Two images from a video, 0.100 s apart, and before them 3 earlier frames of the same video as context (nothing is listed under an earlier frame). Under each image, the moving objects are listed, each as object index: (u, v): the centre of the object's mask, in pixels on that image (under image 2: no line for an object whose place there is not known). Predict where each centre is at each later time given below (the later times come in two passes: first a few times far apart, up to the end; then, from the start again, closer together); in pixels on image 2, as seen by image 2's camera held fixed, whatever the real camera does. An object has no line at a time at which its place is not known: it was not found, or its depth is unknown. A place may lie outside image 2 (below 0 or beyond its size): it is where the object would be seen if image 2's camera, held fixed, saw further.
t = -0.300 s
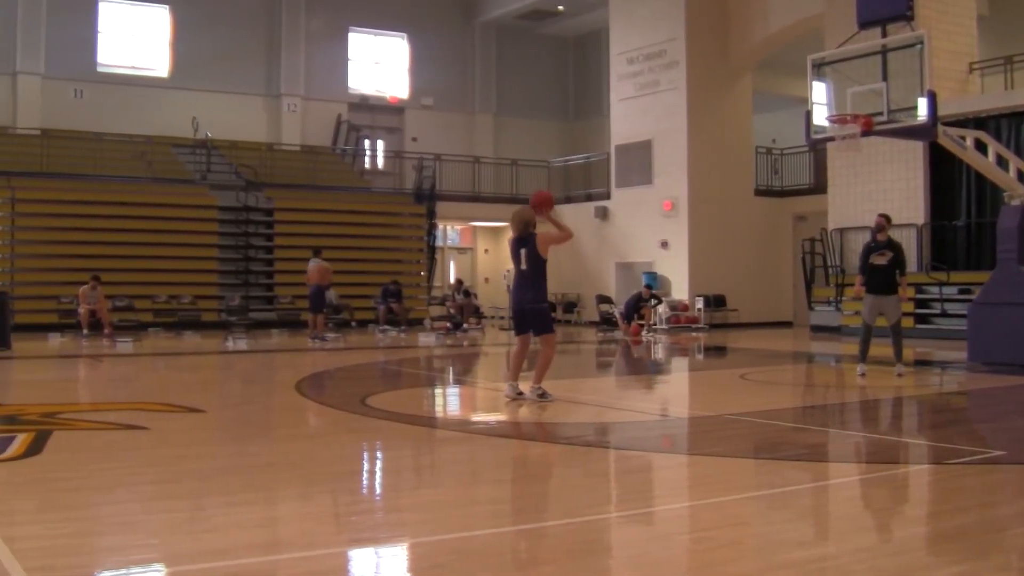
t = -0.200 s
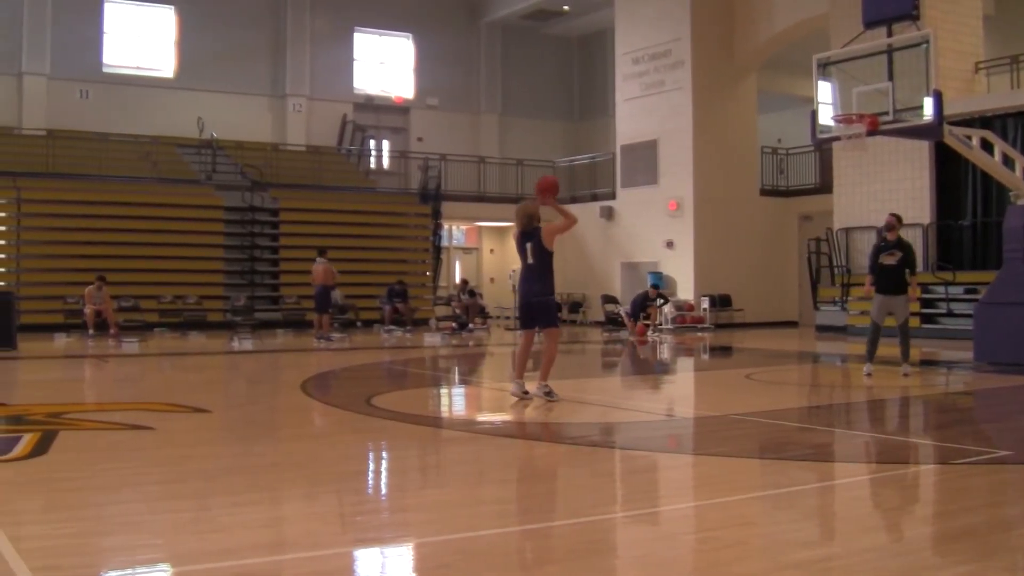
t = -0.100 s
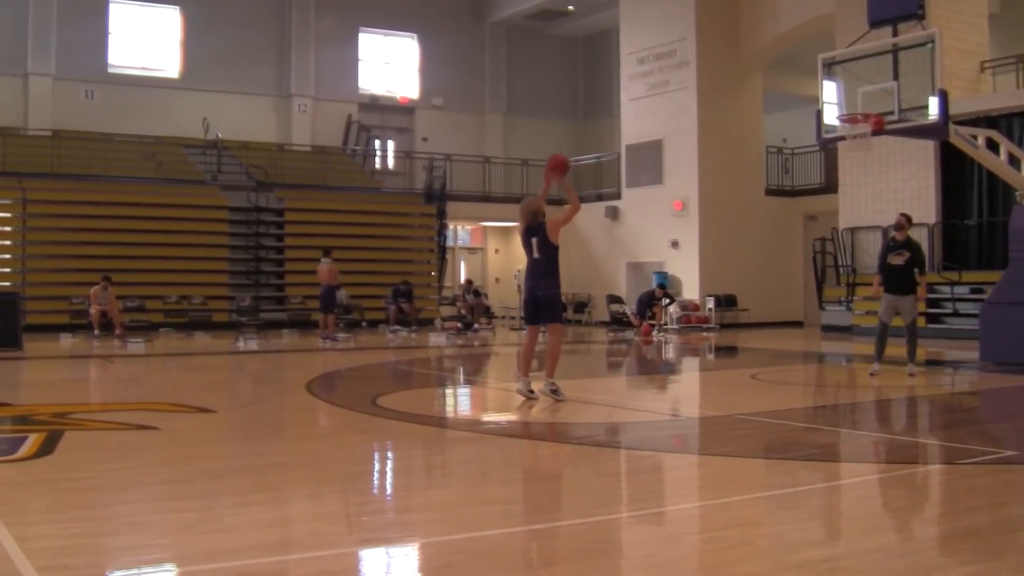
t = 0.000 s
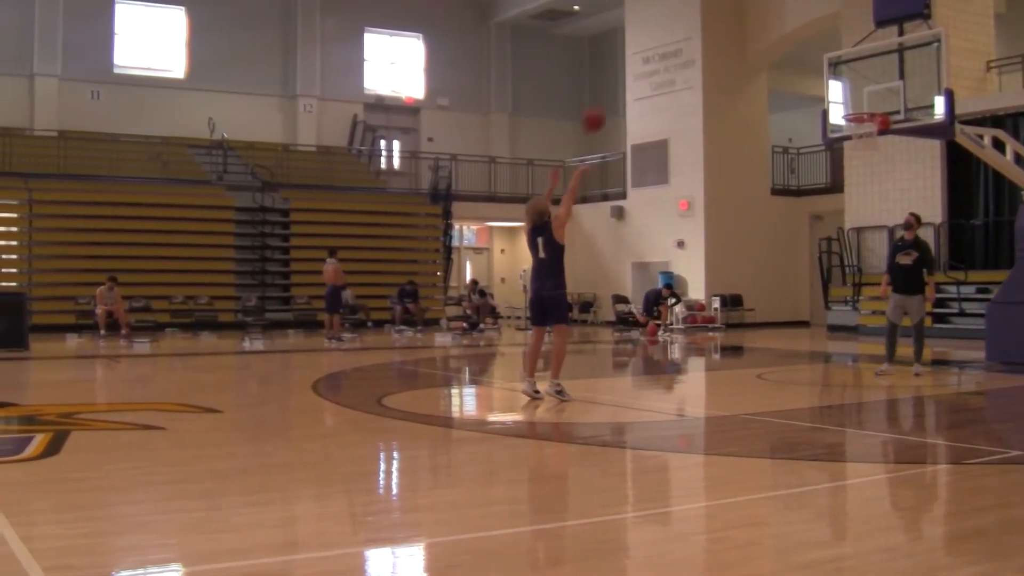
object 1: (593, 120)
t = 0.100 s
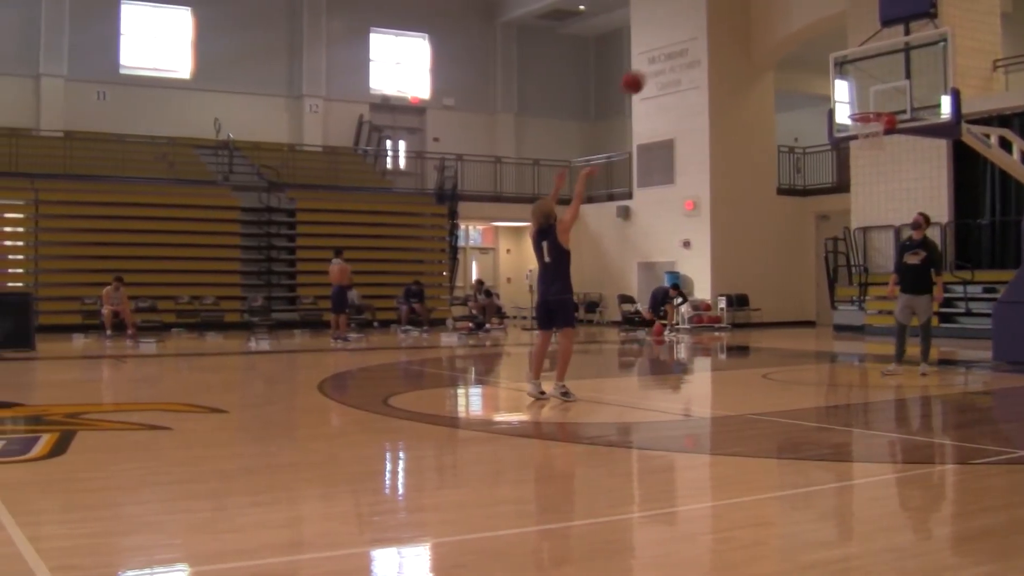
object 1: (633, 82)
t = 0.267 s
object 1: (687, 43)
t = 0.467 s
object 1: (745, 34)
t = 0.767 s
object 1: (825, 81)
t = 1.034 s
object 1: (850, 88)
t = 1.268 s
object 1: (854, 101)
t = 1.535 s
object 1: (869, 99)
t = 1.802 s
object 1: (872, 107)
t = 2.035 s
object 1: (866, 126)
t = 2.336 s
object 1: (858, 168)
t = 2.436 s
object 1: (856, 194)
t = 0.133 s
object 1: (644, 72)
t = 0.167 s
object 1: (655, 62)
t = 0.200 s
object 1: (665, 54)
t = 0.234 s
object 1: (676, 48)
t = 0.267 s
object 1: (687, 43)
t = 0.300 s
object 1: (696, 39)
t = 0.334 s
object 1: (707, 36)
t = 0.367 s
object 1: (717, 34)
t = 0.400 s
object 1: (726, 33)
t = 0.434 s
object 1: (736, 33)
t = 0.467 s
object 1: (745, 34)
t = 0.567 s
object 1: (773, 41)
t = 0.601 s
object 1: (782, 46)
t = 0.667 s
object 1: (800, 58)
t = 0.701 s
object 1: (809, 65)
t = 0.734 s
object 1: (817, 72)
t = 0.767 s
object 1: (825, 81)
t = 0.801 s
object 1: (833, 91)
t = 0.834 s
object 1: (843, 101)
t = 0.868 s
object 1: (848, 106)
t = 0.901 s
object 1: (848, 100)
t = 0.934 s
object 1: (849, 96)
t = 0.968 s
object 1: (849, 92)
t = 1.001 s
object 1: (850, 90)
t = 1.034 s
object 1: (850, 88)
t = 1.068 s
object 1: (851, 87)
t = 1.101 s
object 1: (851, 87)
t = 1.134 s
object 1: (852, 88)
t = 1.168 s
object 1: (852, 90)
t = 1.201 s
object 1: (853, 93)
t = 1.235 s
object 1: (854, 96)
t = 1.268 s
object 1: (854, 101)
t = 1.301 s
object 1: (855, 106)
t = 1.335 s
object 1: (856, 109)
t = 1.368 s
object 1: (858, 105)
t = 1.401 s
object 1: (860, 103)
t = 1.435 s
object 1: (862, 101)
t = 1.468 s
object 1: (864, 99)
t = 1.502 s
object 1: (867, 99)
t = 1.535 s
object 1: (869, 99)
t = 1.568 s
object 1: (871, 101)
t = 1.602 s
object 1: (873, 103)
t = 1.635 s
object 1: (875, 105)
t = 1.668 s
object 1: (874, 106)
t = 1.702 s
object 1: (874, 108)
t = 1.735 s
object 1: (873, 108)
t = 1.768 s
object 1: (872, 107)
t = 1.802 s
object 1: (872, 107)
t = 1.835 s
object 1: (871, 107)
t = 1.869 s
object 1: (870, 108)
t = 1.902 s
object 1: (869, 109)
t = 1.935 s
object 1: (868, 112)
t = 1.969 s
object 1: (868, 116)
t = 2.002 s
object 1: (866, 122)
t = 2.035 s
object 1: (866, 126)
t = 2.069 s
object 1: (864, 133)
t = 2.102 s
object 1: (864, 139)
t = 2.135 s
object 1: (864, 141)
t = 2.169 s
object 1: (863, 143)
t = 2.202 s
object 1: (862, 146)
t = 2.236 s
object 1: (861, 151)
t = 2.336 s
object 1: (858, 168)
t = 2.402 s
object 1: (858, 184)
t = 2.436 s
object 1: (856, 194)
